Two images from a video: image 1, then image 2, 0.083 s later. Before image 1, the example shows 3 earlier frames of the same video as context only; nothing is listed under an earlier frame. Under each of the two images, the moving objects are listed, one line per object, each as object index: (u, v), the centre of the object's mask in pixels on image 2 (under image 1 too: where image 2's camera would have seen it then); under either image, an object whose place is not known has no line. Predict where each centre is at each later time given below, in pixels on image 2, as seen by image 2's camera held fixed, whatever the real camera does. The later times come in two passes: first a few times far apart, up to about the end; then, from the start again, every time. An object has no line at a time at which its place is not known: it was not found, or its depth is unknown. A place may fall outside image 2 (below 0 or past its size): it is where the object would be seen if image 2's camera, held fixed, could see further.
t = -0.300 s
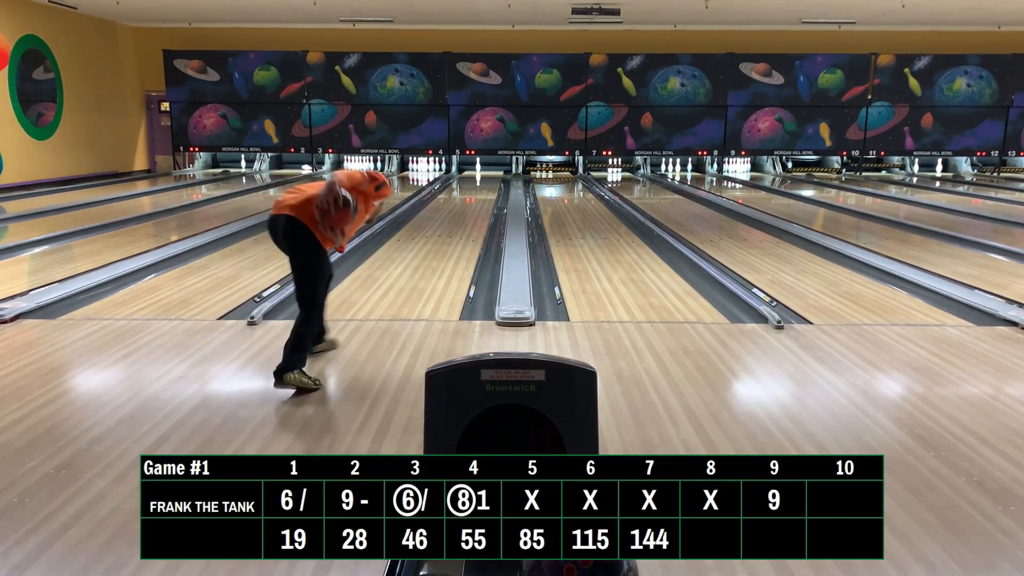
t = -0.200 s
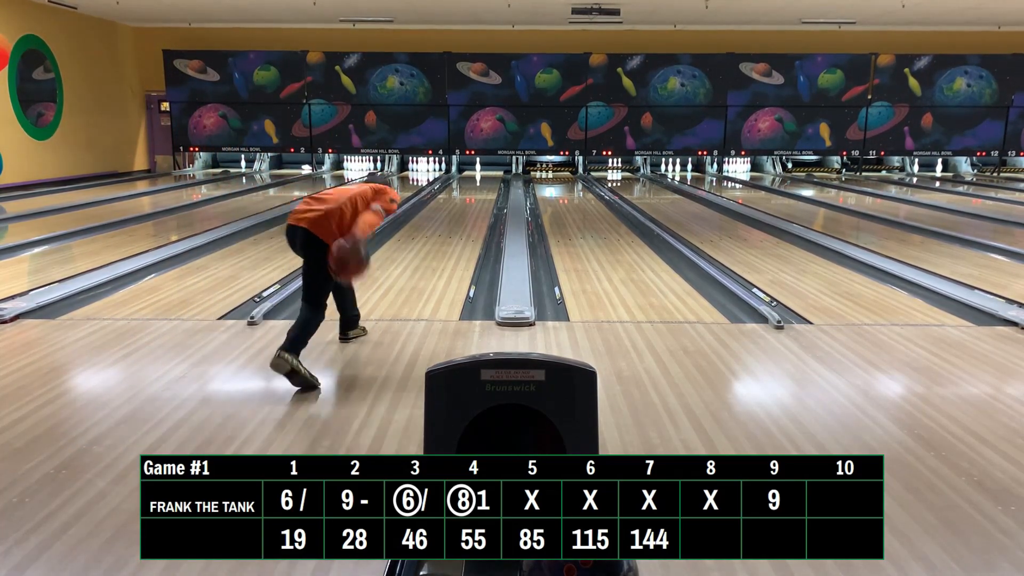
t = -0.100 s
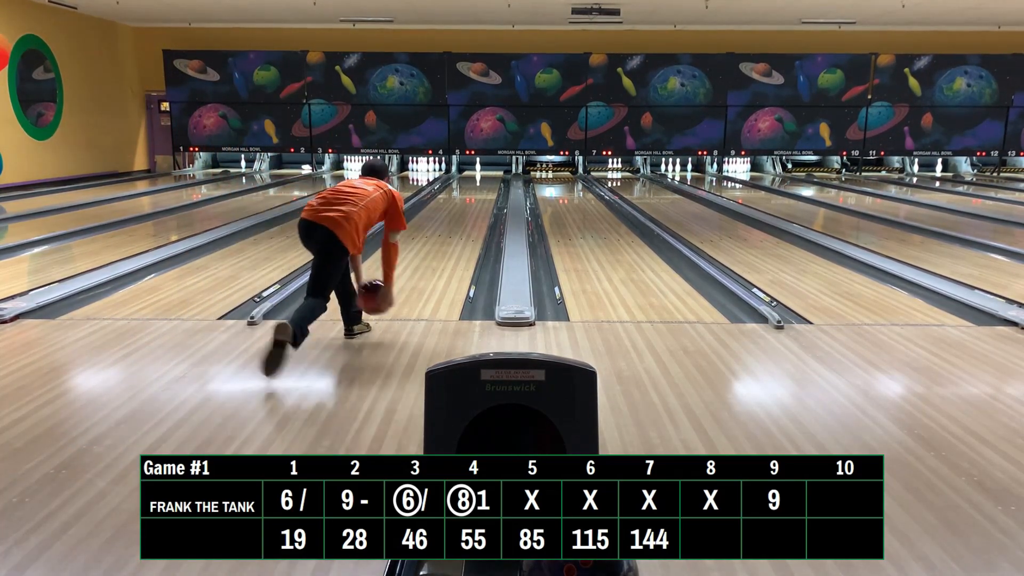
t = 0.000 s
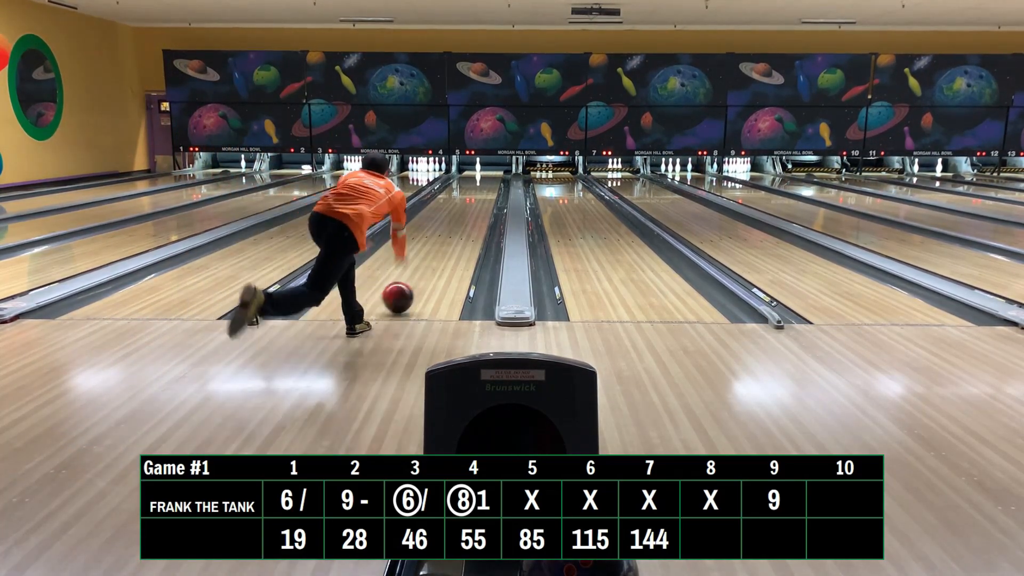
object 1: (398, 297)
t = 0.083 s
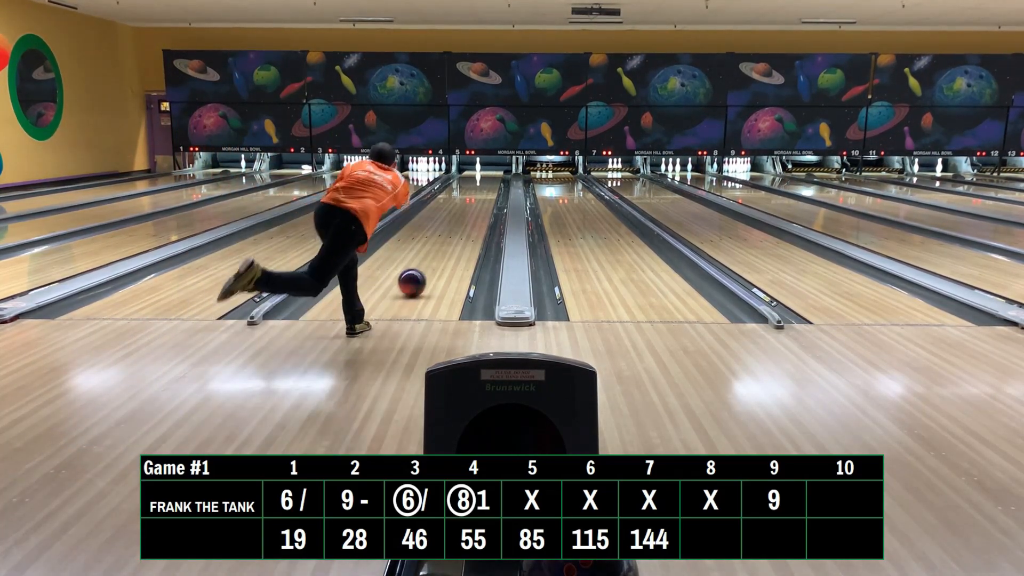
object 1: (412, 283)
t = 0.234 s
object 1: (431, 261)
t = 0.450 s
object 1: (451, 238)
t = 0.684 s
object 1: (466, 220)
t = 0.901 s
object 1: (475, 208)
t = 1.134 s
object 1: (482, 198)
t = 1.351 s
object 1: (487, 191)
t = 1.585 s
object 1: (490, 185)
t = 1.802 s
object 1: (492, 180)
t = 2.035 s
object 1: (491, 175)
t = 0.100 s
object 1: (414, 280)
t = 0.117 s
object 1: (417, 277)
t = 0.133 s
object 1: (419, 275)
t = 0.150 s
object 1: (421, 272)
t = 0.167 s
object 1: (423, 270)
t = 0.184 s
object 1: (426, 267)
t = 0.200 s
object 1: (428, 265)
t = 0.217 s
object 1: (430, 263)
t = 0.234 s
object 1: (431, 261)
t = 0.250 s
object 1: (433, 258)
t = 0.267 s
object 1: (435, 256)
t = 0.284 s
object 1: (437, 255)
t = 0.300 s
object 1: (438, 253)
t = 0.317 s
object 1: (440, 251)
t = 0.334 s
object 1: (442, 249)
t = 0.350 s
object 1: (443, 247)
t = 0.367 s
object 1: (444, 246)
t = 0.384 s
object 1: (446, 244)
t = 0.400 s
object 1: (447, 242)
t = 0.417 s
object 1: (448, 241)
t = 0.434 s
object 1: (450, 239)
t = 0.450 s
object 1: (451, 238)
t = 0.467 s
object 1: (452, 236)
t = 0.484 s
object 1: (453, 235)
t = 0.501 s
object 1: (455, 233)
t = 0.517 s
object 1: (456, 232)
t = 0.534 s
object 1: (457, 231)
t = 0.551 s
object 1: (458, 230)
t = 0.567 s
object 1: (459, 228)
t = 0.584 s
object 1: (460, 227)
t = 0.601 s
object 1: (461, 226)
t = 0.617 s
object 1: (462, 225)
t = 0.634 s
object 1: (463, 223)
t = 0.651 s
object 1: (464, 222)
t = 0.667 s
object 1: (465, 221)
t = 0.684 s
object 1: (466, 220)
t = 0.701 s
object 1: (466, 219)
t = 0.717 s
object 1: (467, 218)
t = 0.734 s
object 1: (468, 217)
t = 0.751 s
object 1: (469, 216)
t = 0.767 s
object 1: (469, 215)
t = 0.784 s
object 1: (470, 214)
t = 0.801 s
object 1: (471, 213)
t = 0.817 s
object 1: (471, 212)
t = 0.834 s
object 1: (472, 212)
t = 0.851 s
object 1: (473, 211)
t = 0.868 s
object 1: (474, 210)
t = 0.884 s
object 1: (474, 209)
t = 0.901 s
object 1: (475, 208)
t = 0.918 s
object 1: (475, 207)
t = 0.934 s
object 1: (476, 206)
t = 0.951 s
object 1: (477, 206)
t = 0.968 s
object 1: (477, 205)
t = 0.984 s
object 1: (478, 204)
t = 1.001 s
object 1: (478, 204)
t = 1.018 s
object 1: (479, 203)
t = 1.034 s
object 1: (479, 202)
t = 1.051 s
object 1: (480, 202)
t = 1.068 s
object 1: (480, 201)
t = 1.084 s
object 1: (481, 200)
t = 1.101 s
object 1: (481, 200)
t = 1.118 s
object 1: (481, 199)
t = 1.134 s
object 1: (482, 198)
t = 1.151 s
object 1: (483, 198)
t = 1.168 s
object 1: (483, 197)
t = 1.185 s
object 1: (483, 196)
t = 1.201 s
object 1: (484, 196)
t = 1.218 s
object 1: (484, 195)
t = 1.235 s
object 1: (484, 195)
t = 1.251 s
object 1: (485, 194)
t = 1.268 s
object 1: (485, 194)
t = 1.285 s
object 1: (486, 193)
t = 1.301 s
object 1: (486, 193)
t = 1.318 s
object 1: (486, 192)
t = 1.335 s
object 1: (487, 192)
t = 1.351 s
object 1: (487, 191)
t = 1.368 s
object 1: (487, 191)
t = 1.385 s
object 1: (488, 190)
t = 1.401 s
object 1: (488, 190)
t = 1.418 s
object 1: (488, 189)
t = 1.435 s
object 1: (488, 189)
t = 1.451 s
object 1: (488, 189)
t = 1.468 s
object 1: (489, 188)
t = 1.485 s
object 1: (489, 188)
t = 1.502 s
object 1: (489, 187)
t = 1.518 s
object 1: (490, 187)
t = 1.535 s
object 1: (490, 186)
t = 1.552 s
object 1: (490, 186)
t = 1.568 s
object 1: (490, 185)
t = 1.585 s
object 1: (490, 185)
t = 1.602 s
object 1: (490, 185)
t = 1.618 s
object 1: (490, 184)
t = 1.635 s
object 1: (490, 184)
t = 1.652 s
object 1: (491, 183)
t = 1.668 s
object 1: (491, 183)
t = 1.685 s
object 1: (491, 183)
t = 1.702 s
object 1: (491, 182)
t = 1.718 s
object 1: (491, 182)
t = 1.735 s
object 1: (491, 181)
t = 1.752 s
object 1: (491, 181)
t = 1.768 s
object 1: (491, 181)
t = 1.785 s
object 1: (491, 180)
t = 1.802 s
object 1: (492, 180)
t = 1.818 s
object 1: (492, 180)
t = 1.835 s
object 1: (492, 179)
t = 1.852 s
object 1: (492, 179)
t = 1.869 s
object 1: (492, 179)
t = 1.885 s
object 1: (492, 178)
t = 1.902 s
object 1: (492, 178)
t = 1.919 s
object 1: (491, 178)
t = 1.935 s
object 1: (491, 177)
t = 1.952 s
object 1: (491, 177)
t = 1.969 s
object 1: (491, 177)
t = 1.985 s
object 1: (491, 176)
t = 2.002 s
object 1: (491, 176)
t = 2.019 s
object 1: (491, 176)
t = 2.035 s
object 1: (491, 175)
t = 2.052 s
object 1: (490, 175)
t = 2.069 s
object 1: (490, 175)
